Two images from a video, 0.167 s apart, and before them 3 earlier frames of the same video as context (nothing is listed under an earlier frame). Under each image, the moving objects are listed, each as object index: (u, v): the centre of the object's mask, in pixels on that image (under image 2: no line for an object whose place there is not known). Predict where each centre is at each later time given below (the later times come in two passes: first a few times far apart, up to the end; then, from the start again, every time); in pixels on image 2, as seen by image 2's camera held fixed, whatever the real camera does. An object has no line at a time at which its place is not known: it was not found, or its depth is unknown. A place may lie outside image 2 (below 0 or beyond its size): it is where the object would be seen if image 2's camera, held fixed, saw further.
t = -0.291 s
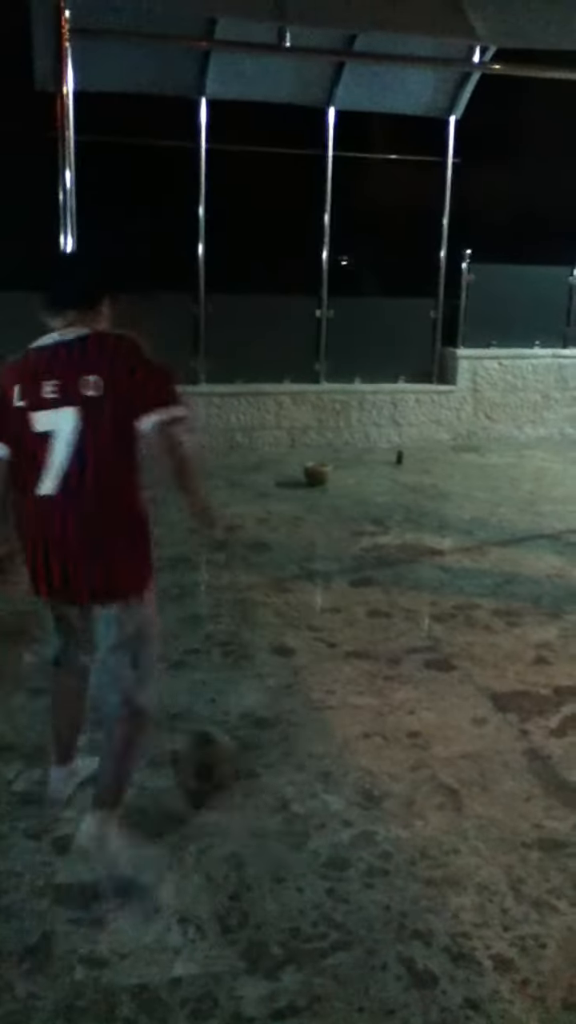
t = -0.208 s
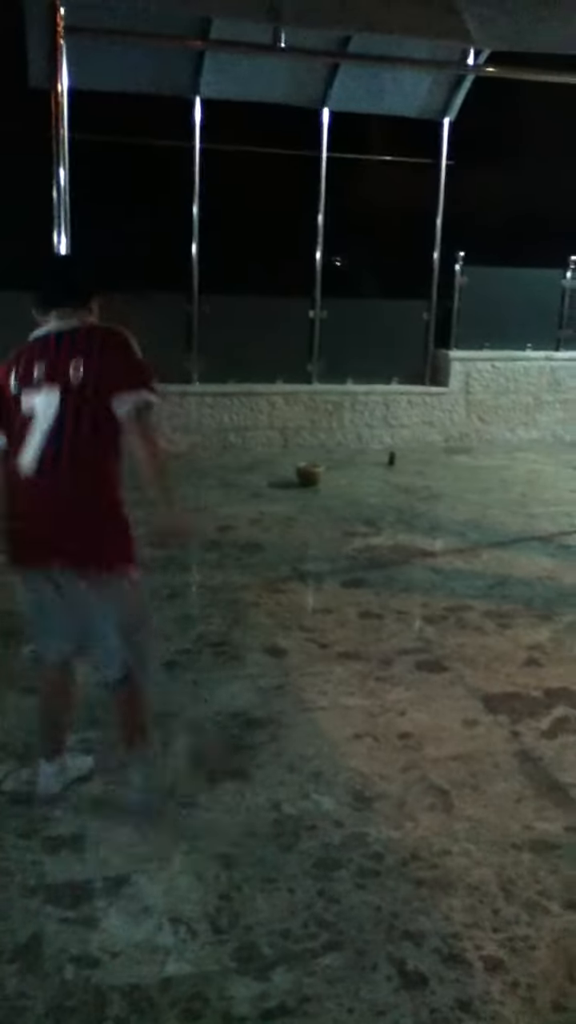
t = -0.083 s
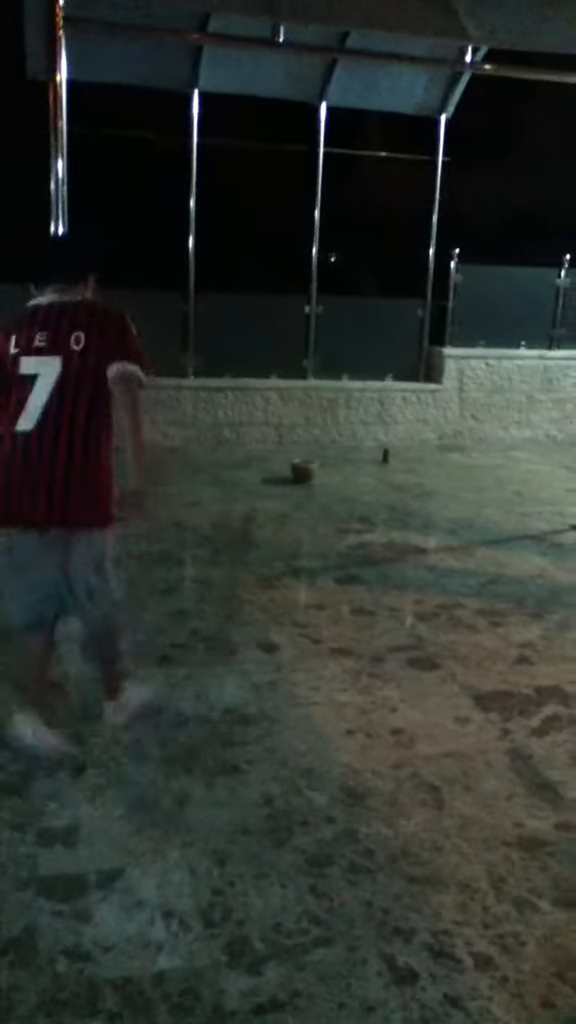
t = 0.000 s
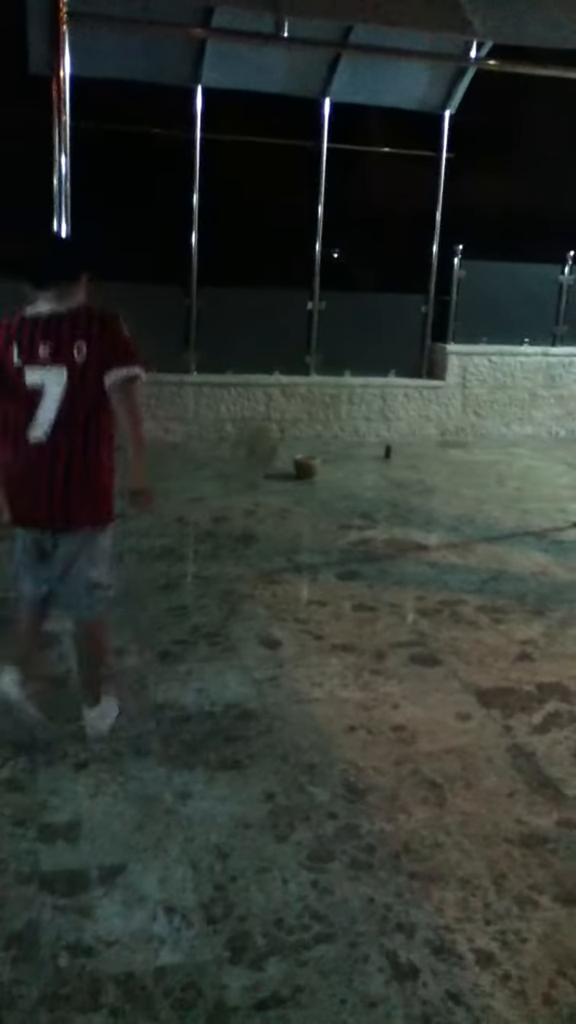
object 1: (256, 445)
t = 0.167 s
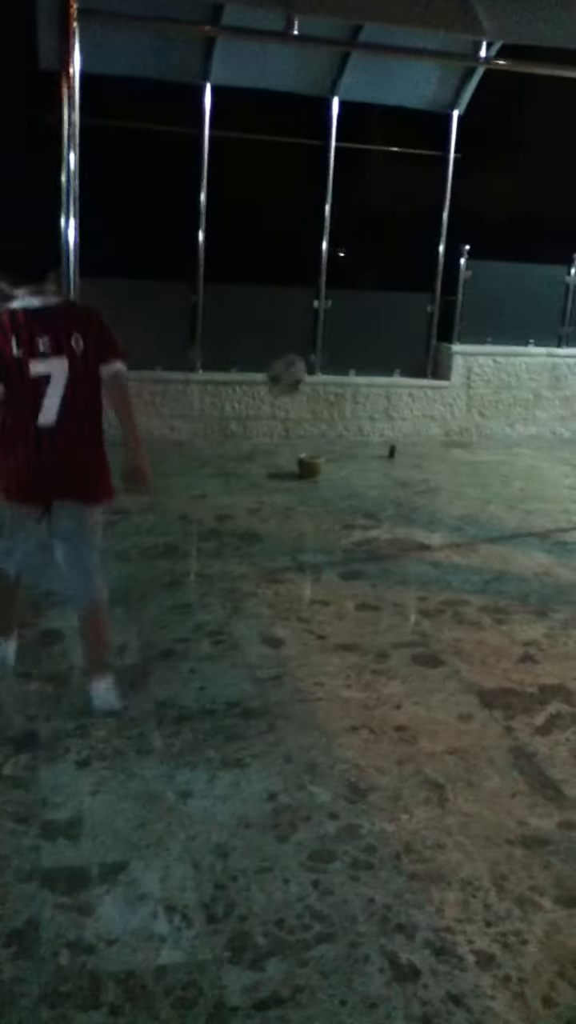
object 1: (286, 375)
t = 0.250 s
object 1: (293, 365)
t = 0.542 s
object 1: (302, 421)
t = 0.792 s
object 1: (321, 401)
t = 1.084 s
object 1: (353, 450)
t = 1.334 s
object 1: (360, 451)
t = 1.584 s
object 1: (367, 452)
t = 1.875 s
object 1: (375, 454)
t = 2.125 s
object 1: (380, 454)
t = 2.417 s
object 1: (383, 454)
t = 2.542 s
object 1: (384, 454)
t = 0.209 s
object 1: (292, 368)
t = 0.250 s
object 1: (293, 365)
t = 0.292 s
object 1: (296, 365)
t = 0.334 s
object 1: (297, 368)
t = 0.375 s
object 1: (298, 375)
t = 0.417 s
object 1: (300, 384)
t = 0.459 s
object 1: (298, 394)
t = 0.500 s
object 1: (301, 405)
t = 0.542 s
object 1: (302, 421)
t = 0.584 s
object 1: (305, 432)
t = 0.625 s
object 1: (301, 423)
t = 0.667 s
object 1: (308, 412)
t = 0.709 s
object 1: (312, 406)
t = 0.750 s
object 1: (317, 402)
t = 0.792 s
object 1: (321, 401)
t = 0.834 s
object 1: (327, 402)
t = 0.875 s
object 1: (332, 404)
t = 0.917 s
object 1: (335, 410)
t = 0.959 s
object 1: (339, 417)
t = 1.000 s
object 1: (342, 426)
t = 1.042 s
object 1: (347, 442)
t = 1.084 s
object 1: (353, 450)
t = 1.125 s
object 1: (353, 445)
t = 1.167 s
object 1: (354, 442)
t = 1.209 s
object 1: (355, 441)
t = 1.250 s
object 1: (357, 442)
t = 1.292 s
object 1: (358, 445)
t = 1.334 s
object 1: (360, 451)
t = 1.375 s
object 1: (361, 450)
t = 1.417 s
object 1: (362, 450)
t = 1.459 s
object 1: (363, 452)
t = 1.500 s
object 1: (364, 452)
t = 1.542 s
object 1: (366, 452)
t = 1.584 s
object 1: (367, 452)
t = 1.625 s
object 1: (368, 452)
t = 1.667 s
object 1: (369, 452)
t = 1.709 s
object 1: (370, 452)
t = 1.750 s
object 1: (372, 452)
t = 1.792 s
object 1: (373, 452)
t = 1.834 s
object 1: (374, 453)
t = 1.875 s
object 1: (375, 454)
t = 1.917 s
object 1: (376, 454)
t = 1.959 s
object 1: (376, 453)
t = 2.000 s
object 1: (378, 454)
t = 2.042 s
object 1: (379, 453)
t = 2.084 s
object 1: (380, 453)
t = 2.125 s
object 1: (380, 454)
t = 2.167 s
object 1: (381, 453)
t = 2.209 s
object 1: (381, 454)
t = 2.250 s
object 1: (381, 453)
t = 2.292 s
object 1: (382, 454)
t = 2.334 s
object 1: (382, 454)
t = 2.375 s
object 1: (383, 454)
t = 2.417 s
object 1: (383, 454)
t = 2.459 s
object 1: (383, 454)
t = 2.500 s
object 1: (384, 454)
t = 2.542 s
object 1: (384, 454)
